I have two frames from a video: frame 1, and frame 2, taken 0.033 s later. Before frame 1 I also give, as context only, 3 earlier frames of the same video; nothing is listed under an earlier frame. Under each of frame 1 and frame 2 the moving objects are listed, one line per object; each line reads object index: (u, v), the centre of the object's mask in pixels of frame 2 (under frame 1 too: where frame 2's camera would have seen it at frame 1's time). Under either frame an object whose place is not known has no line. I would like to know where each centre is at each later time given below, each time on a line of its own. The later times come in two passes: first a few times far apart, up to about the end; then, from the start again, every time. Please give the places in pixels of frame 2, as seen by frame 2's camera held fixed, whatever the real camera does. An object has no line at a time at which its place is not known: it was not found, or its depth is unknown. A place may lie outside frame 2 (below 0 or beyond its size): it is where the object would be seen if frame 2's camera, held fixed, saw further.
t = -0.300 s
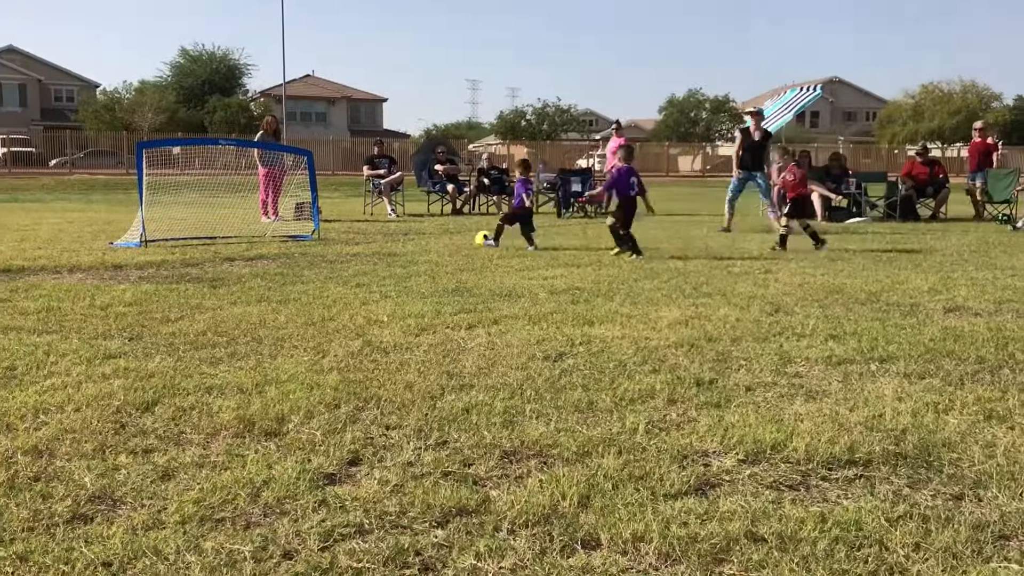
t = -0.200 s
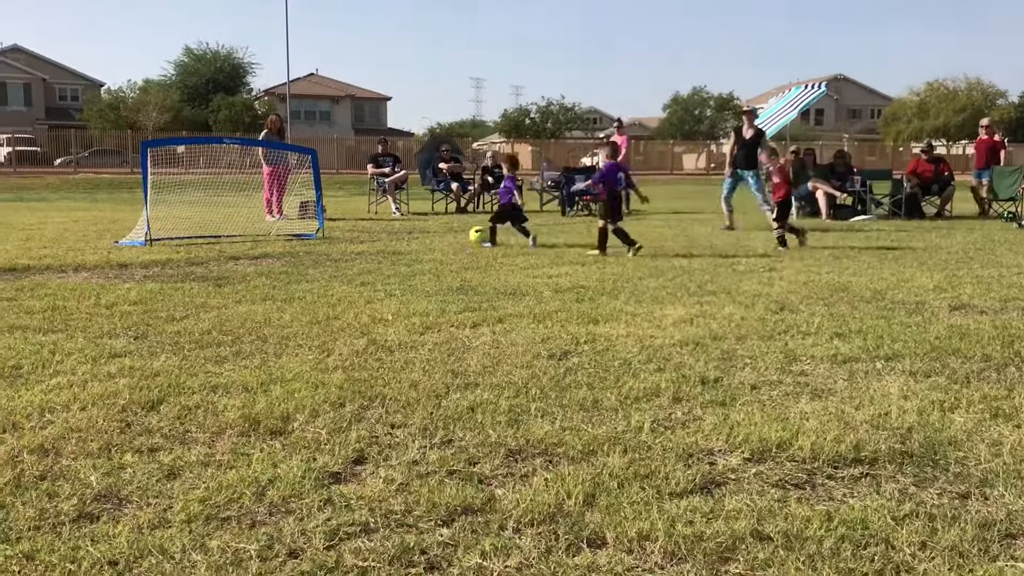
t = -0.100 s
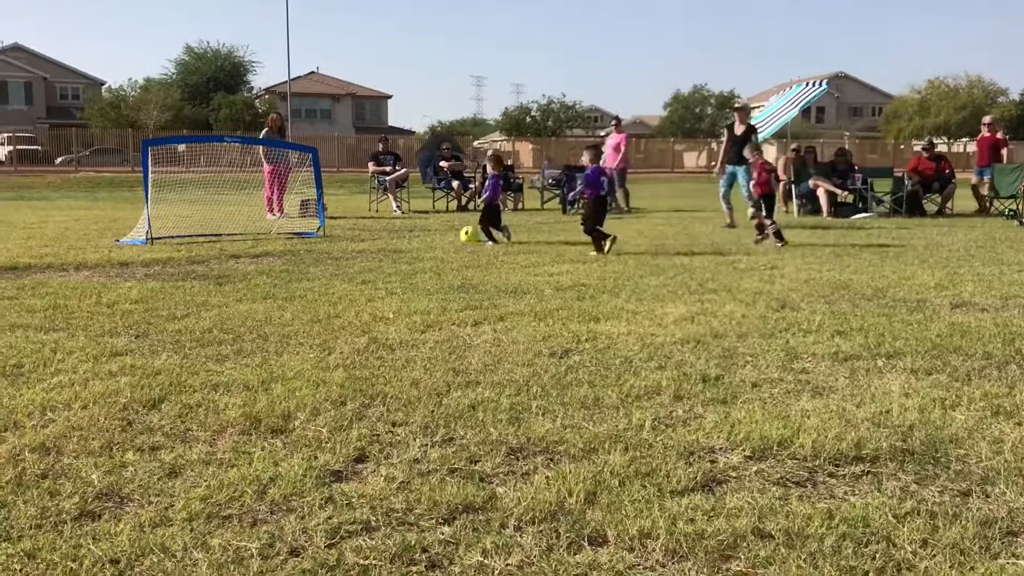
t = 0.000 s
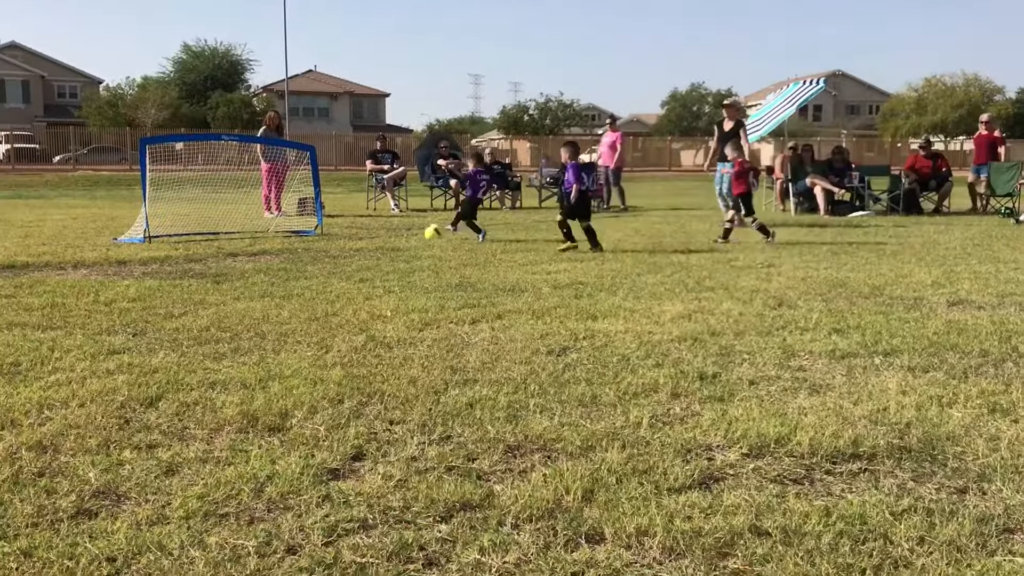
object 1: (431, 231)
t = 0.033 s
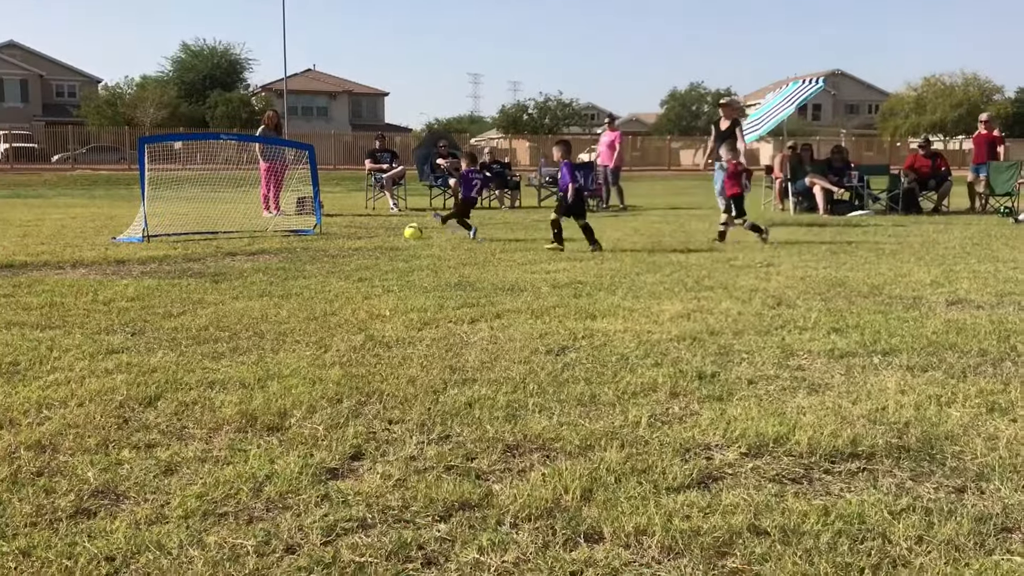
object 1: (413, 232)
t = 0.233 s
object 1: (311, 228)
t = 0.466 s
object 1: (237, 228)
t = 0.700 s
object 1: (181, 229)
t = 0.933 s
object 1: (172, 230)
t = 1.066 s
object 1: (172, 234)
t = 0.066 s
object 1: (394, 230)
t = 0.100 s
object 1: (376, 229)
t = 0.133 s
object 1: (360, 228)
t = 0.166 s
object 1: (345, 229)
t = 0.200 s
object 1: (331, 228)
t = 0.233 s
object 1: (311, 228)
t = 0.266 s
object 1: (300, 228)
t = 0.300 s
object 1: (288, 226)
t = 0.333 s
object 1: (276, 228)
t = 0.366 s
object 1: (263, 226)
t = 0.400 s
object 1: (255, 227)
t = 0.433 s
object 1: (246, 227)
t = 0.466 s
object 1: (237, 228)
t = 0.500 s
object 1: (228, 228)
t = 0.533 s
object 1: (218, 229)
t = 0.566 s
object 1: (212, 230)
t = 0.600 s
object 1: (206, 228)
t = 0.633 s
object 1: (197, 228)
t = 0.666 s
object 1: (190, 228)
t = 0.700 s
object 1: (181, 229)
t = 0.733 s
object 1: (174, 232)
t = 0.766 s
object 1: (173, 232)
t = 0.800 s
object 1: (172, 231)
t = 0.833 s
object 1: (172, 229)
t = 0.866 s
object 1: (171, 229)
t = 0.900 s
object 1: (171, 229)
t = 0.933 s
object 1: (172, 230)
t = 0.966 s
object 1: (172, 232)
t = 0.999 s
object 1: (172, 234)
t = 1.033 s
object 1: (172, 234)
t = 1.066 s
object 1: (172, 234)
